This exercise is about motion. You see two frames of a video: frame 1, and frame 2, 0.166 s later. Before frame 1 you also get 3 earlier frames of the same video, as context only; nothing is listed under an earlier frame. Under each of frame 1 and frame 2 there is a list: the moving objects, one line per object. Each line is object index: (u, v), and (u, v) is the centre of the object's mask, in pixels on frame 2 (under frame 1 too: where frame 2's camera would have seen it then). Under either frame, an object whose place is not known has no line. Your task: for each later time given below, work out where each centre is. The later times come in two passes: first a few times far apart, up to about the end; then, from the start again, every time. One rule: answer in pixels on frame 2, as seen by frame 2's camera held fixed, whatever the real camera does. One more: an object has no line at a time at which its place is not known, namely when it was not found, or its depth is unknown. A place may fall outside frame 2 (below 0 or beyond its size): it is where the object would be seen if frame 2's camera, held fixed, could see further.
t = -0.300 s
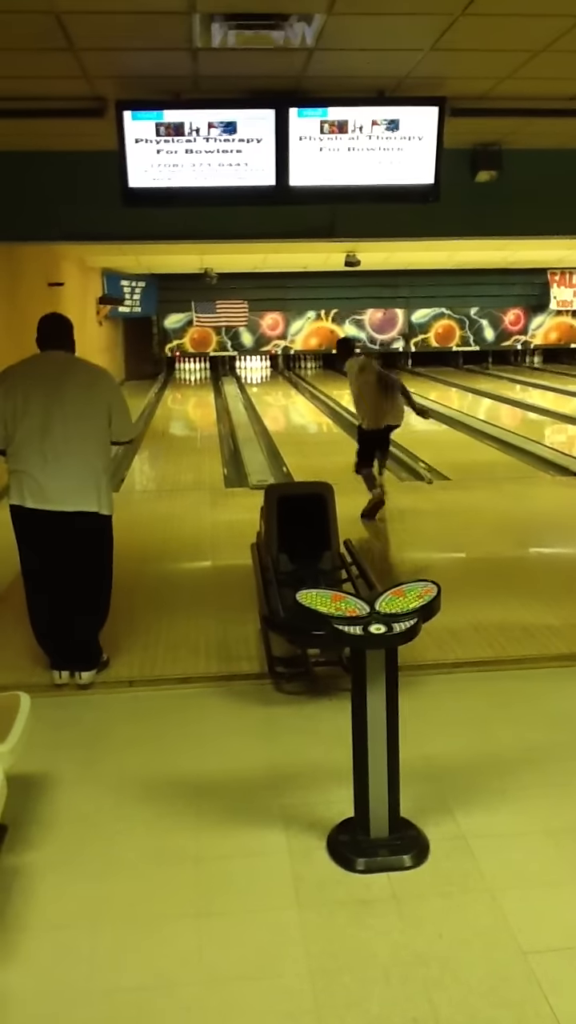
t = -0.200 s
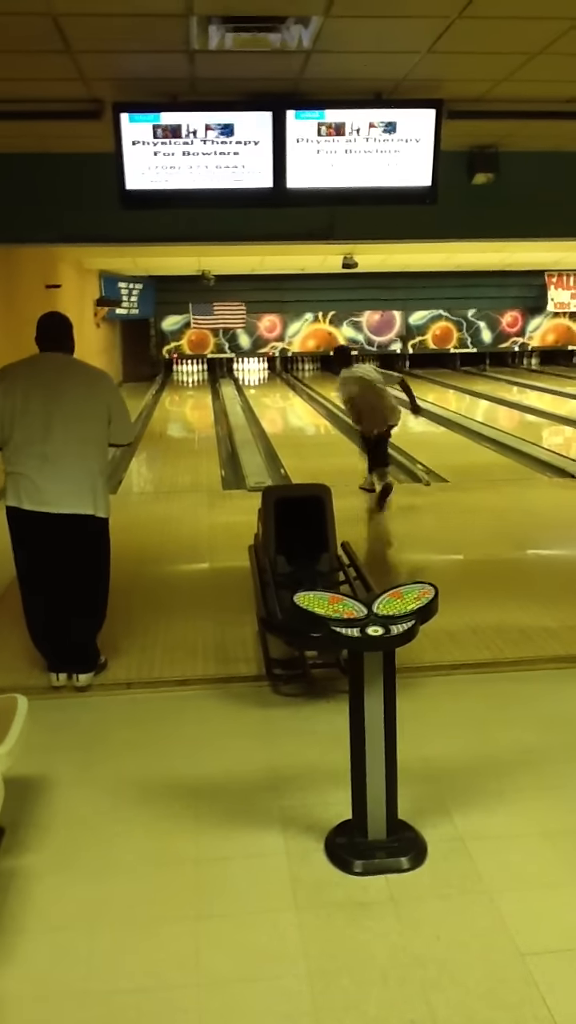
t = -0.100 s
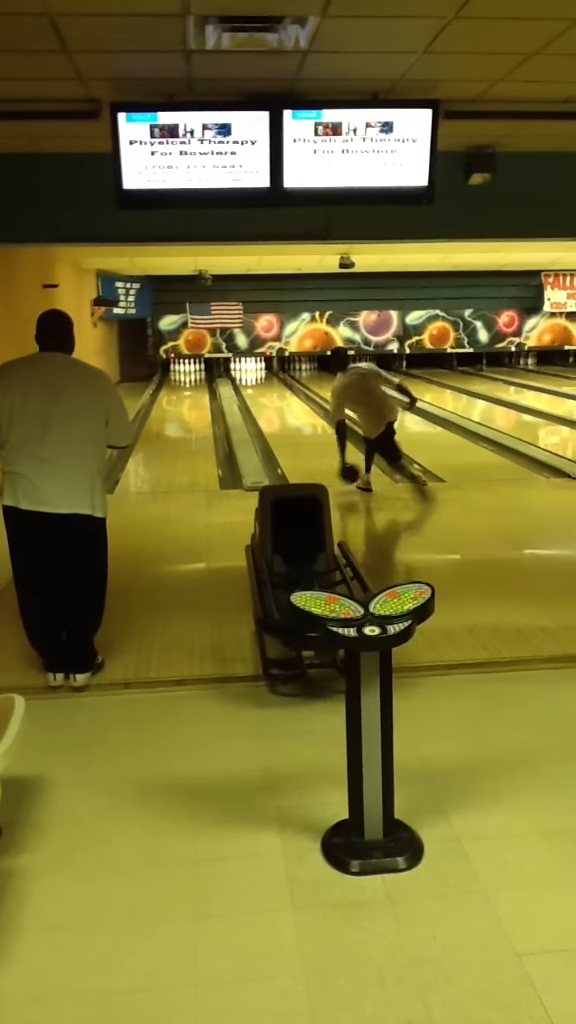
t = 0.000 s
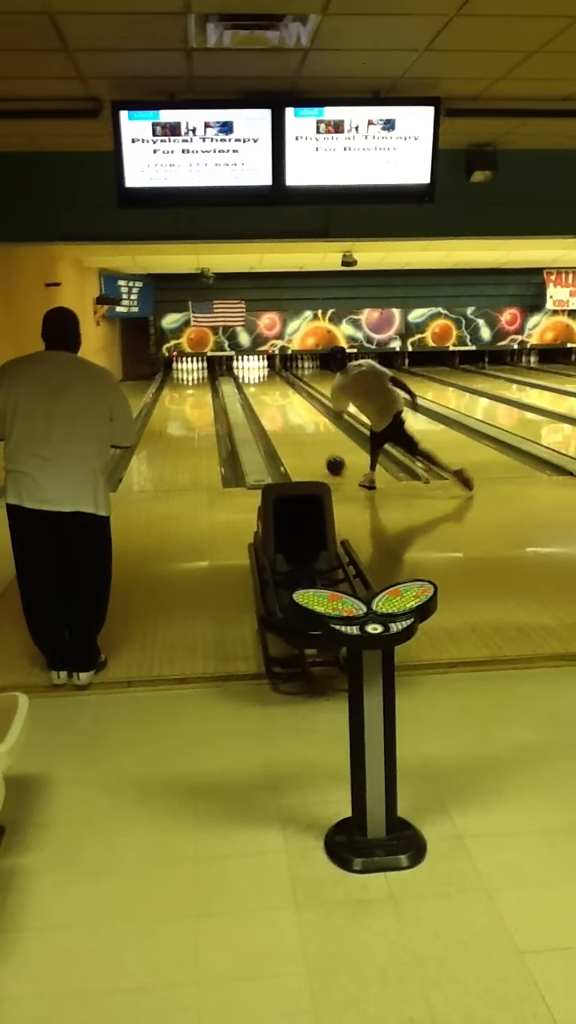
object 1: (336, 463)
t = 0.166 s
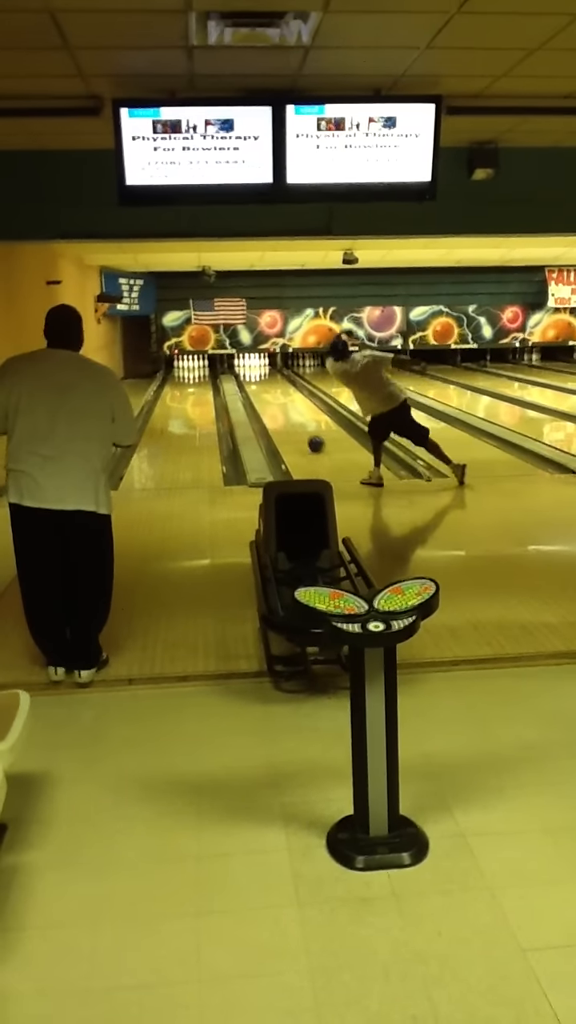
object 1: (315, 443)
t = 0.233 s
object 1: (309, 437)
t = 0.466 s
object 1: (289, 418)
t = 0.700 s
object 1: (276, 405)
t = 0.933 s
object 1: (266, 394)
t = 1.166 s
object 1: (258, 386)
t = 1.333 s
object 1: (253, 381)
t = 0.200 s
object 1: (312, 440)
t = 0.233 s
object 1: (309, 437)
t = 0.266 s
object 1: (306, 433)
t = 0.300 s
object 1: (303, 431)
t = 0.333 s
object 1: (300, 428)
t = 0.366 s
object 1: (297, 425)
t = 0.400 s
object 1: (294, 423)
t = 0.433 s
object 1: (292, 421)
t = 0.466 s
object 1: (289, 418)
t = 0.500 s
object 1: (287, 416)
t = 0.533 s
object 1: (285, 414)
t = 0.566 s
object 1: (283, 412)
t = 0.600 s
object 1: (281, 410)
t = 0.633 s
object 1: (279, 409)
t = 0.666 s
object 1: (278, 407)
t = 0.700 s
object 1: (276, 405)
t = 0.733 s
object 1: (275, 404)
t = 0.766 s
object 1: (274, 402)
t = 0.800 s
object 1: (273, 400)
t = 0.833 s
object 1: (271, 398)
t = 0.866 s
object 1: (269, 397)
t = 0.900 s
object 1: (268, 395)
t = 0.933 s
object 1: (266, 394)
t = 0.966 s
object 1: (265, 393)
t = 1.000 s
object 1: (264, 392)
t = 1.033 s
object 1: (263, 390)
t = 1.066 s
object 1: (262, 390)
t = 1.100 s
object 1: (260, 388)
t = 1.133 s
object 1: (259, 387)
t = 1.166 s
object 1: (258, 386)
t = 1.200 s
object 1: (257, 385)
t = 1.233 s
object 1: (256, 384)
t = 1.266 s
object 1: (256, 383)
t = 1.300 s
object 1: (254, 381)
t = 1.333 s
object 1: (253, 381)
